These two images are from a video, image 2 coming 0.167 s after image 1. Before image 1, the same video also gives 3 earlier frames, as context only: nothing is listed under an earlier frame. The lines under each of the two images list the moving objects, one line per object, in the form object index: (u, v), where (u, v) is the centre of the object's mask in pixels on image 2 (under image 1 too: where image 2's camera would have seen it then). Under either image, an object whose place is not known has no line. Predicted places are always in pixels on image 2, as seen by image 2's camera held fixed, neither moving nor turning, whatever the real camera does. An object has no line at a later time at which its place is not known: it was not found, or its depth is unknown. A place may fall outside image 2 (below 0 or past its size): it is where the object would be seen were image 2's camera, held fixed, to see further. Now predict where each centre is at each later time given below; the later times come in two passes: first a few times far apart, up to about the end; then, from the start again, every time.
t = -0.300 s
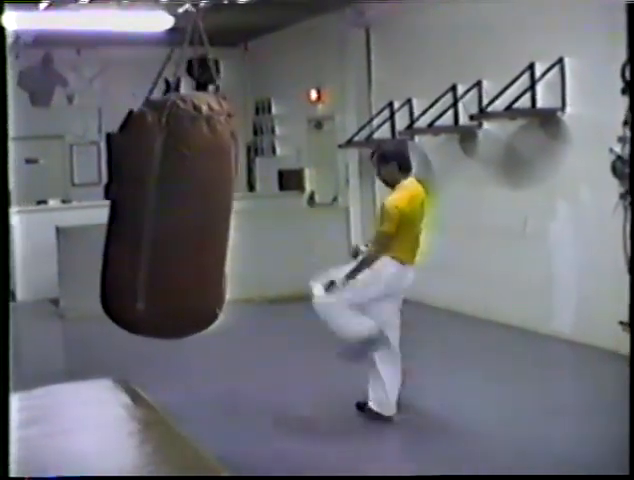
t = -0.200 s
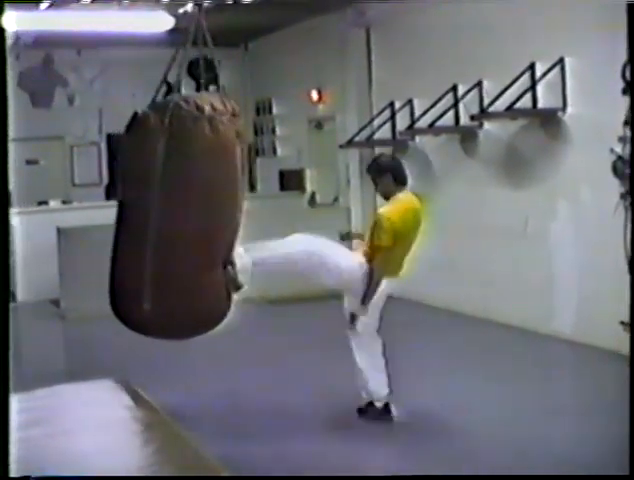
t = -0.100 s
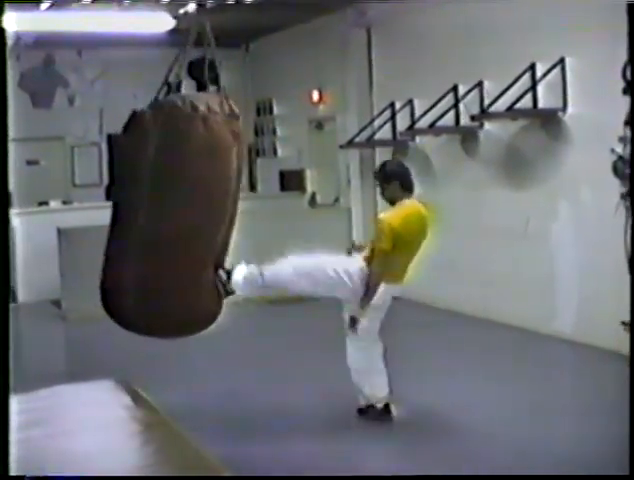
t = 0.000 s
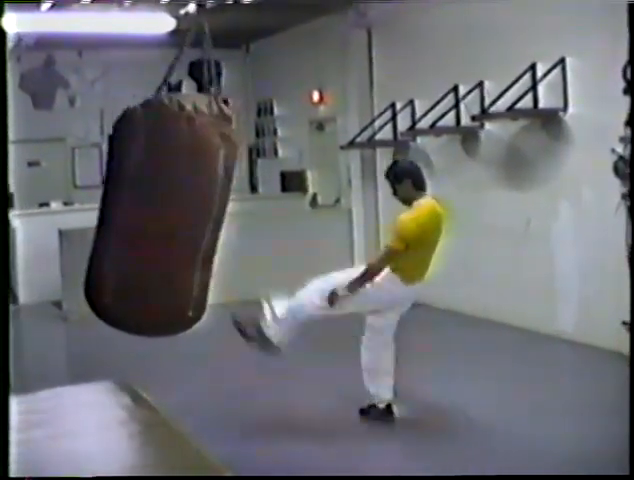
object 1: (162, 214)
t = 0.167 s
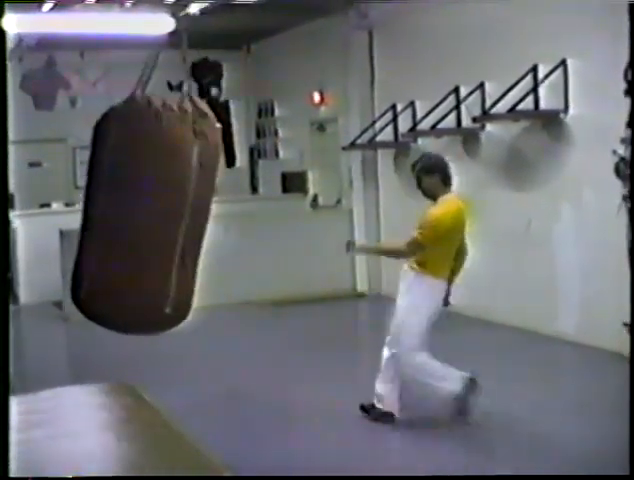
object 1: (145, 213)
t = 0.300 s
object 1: (141, 210)
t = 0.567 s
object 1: (151, 211)
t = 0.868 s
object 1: (182, 216)
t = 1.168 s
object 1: (233, 218)
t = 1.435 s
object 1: (270, 211)
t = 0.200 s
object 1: (144, 212)
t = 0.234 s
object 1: (142, 211)
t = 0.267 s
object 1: (141, 210)
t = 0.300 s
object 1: (141, 210)
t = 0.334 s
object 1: (141, 210)
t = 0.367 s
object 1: (141, 210)
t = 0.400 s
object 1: (142, 211)
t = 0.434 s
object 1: (143, 210)
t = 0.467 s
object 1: (145, 210)
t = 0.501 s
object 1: (147, 210)
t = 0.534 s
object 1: (149, 210)
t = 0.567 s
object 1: (151, 211)
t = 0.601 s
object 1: (153, 212)
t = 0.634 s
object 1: (156, 213)
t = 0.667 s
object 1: (159, 214)
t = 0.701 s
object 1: (162, 215)
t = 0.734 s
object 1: (166, 215)
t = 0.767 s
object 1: (169, 215)
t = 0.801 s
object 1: (173, 215)
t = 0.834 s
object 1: (176, 216)
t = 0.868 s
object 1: (182, 216)
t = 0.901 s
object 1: (187, 217)
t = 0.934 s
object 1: (192, 217)
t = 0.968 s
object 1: (198, 218)
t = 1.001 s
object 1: (204, 218)
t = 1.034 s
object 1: (209, 218)
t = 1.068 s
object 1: (214, 218)
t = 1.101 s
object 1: (222, 219)
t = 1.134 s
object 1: (227, 218)
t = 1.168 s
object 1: (233, 218)
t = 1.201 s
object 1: (238, 218)
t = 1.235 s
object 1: (244, 217)
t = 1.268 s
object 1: (248, 216)
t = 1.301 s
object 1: (253, 215)
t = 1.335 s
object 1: (257, 215)
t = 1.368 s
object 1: (261, 214)
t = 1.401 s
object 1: (266, 213)
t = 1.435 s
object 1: (270, 211)
